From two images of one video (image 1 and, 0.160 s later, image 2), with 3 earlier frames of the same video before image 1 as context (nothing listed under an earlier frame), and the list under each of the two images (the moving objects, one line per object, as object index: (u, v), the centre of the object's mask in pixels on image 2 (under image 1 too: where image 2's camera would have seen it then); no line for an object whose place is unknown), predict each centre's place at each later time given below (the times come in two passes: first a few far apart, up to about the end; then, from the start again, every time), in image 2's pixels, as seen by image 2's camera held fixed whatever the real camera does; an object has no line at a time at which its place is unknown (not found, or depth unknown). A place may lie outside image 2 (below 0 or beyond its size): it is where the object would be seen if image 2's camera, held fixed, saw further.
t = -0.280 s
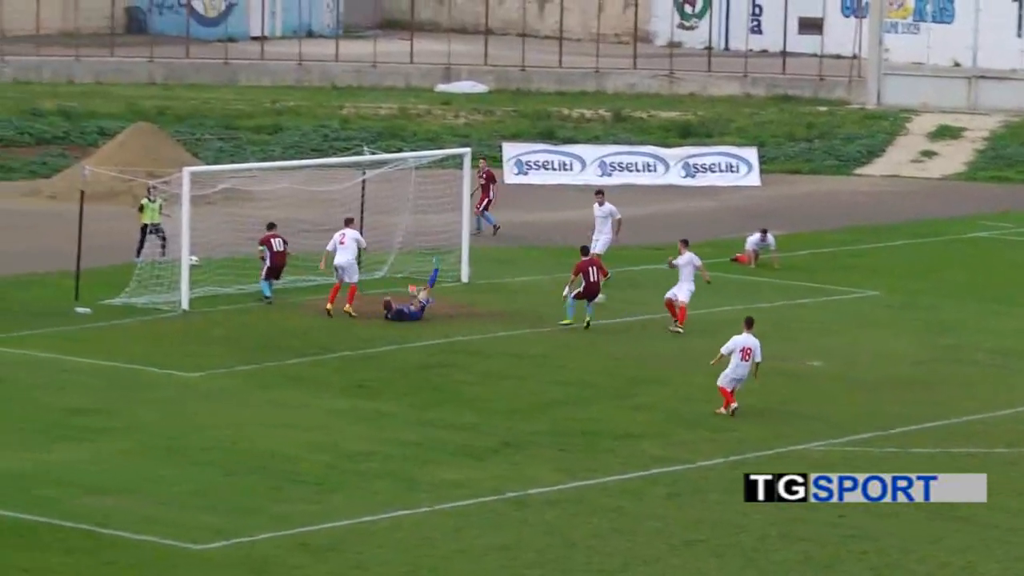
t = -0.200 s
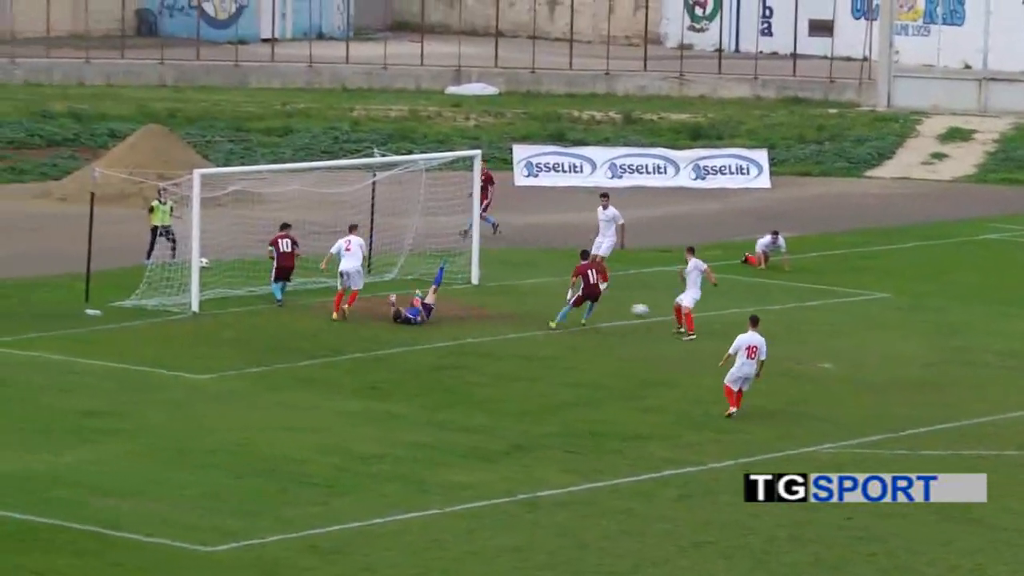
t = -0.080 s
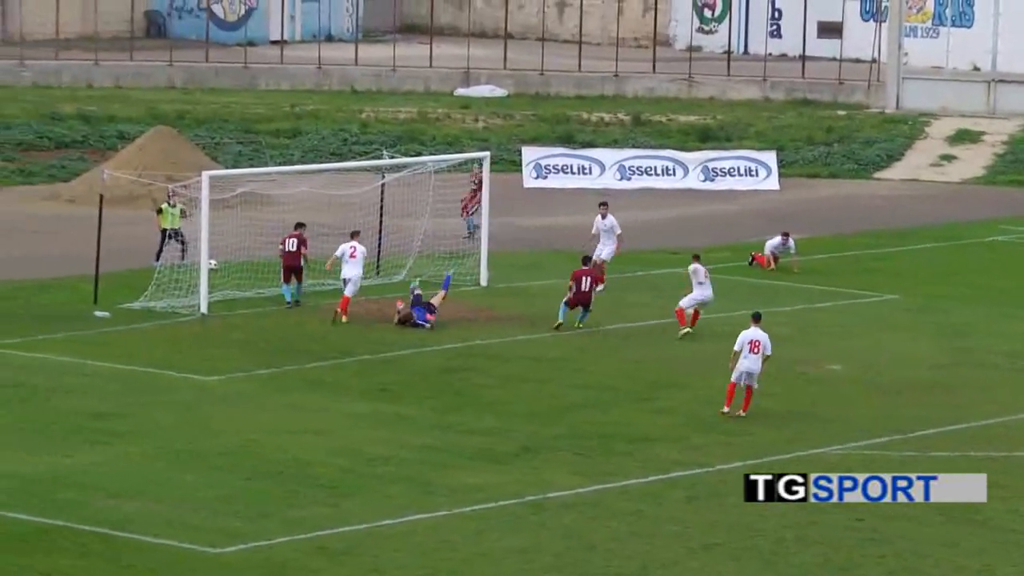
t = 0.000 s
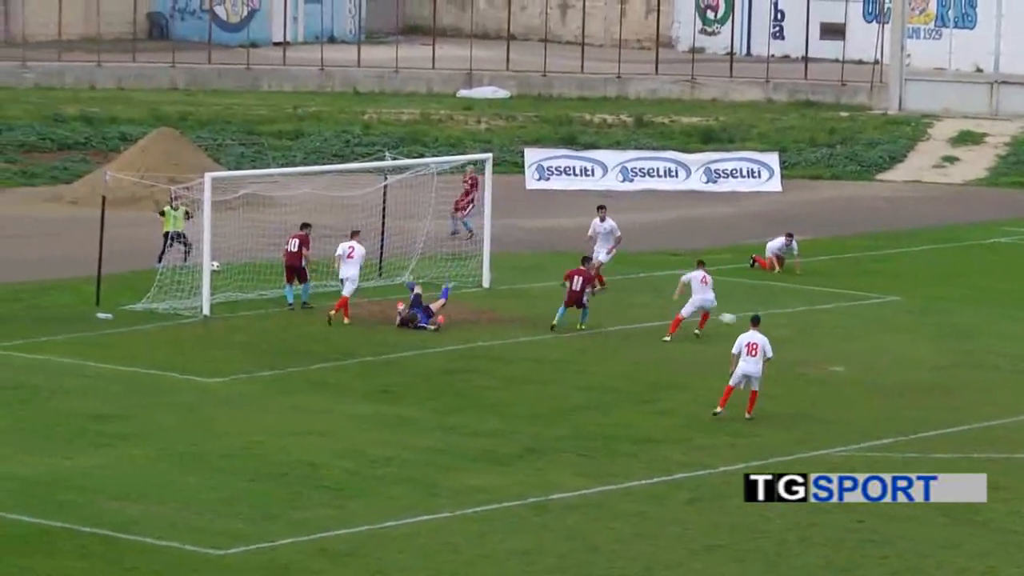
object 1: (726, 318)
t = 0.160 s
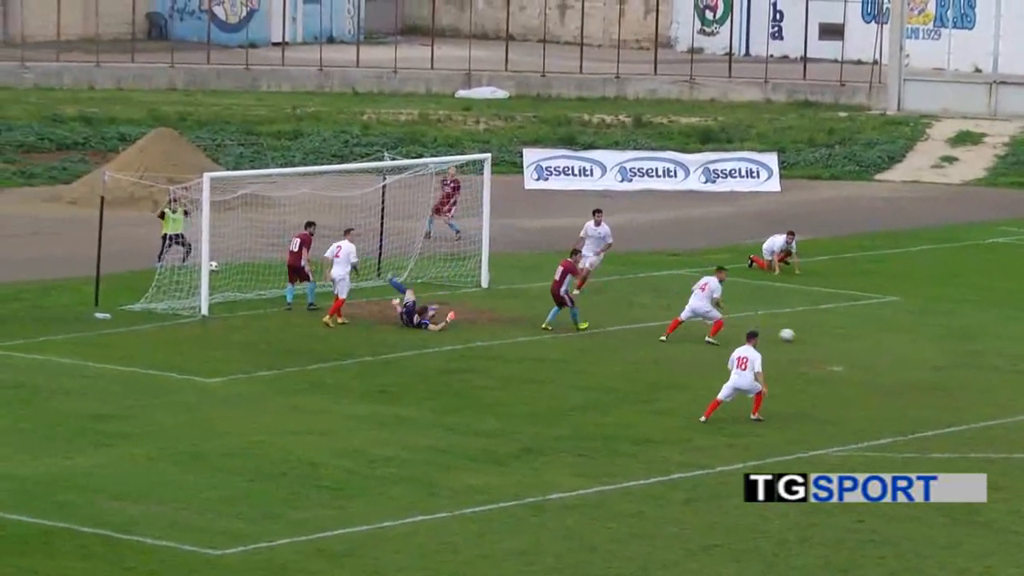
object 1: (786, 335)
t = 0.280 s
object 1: (826, 338)
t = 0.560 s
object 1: (910, 350)
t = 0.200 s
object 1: (800, 335)
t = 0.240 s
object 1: (813, 336)
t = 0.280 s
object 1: (826, 338)
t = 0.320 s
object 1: (839, 342)
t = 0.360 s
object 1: (853, 346)
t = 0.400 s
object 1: (866, 350)
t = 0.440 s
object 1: (877, 348)
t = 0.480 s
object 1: (887, 348)
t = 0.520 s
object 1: (898, 348)
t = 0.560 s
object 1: (910, 350)
